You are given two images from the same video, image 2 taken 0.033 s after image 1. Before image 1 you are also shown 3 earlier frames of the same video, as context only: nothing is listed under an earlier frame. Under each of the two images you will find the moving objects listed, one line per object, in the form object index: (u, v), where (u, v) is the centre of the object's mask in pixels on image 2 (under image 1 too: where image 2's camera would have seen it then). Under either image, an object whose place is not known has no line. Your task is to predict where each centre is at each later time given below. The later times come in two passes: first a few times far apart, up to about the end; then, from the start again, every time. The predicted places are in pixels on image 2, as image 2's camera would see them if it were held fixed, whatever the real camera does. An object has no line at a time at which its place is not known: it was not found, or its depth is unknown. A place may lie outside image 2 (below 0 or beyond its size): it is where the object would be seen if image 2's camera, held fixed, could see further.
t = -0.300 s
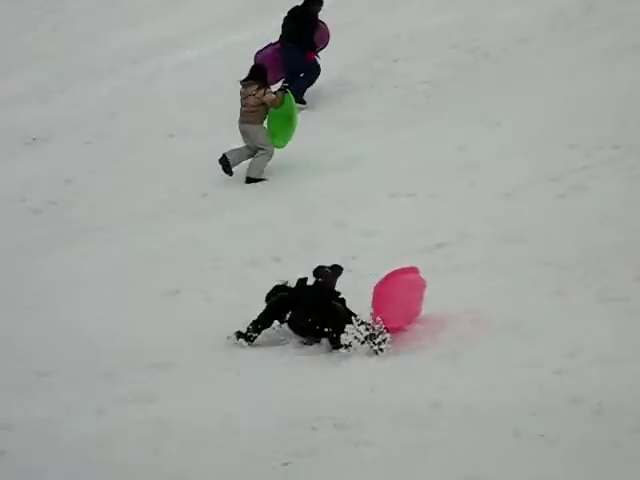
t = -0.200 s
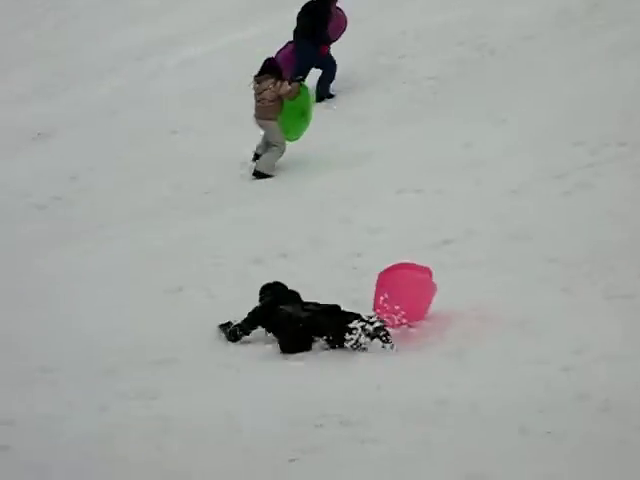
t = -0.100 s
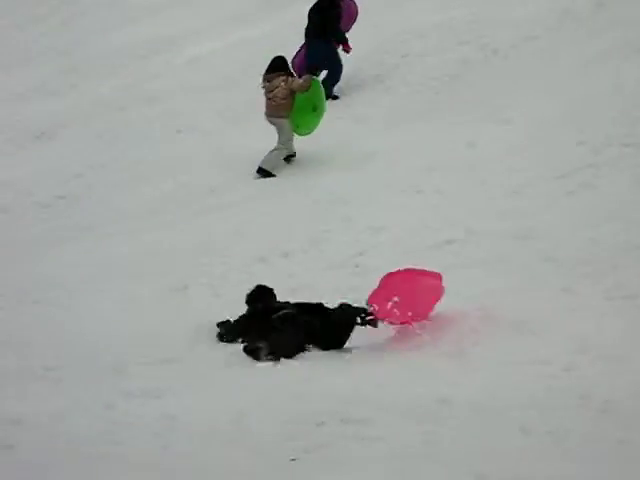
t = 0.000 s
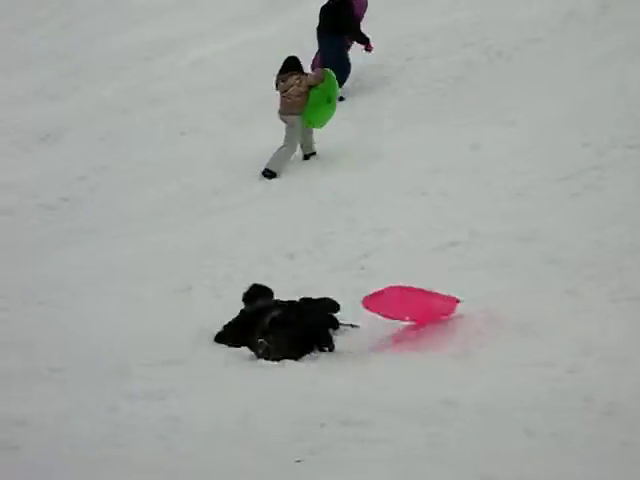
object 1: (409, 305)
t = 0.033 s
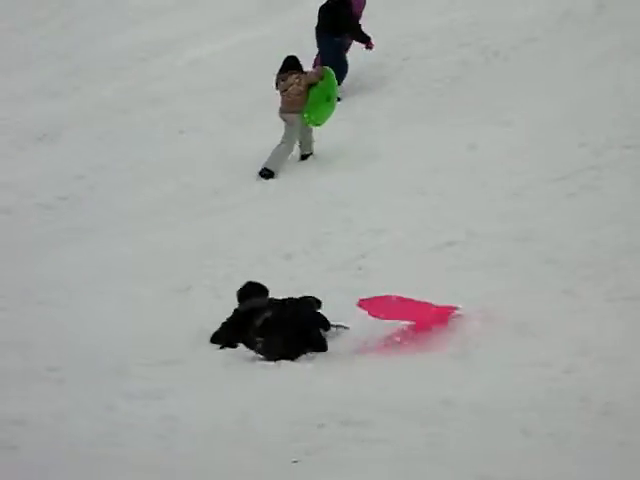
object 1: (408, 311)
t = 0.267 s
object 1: (402, 323)
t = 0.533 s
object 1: (398, 327)
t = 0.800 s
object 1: (396, 328)
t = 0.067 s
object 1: (409, 315)
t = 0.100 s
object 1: (406, 319)
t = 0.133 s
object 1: (403, 320)
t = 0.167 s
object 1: (402, 322)
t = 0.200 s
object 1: (403, 321)
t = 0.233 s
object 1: (401, 323)
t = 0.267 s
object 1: (402, 323)
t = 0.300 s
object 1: (402, 325)
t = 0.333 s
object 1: (401, 328)
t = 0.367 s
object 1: (401, 328)
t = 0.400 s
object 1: (399, 328)
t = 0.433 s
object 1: (398, 328)
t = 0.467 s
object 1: (399, 329)
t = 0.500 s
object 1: (398, 327)
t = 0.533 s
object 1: (398, 327)
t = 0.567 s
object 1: (397, 327)
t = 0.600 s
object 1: (395, 327)
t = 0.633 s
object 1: (396, 328)
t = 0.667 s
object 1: (394, 328)
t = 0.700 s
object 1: (395, 327)
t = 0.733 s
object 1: (395, 327)
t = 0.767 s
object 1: (396, 328)
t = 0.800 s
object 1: (396, 328)
